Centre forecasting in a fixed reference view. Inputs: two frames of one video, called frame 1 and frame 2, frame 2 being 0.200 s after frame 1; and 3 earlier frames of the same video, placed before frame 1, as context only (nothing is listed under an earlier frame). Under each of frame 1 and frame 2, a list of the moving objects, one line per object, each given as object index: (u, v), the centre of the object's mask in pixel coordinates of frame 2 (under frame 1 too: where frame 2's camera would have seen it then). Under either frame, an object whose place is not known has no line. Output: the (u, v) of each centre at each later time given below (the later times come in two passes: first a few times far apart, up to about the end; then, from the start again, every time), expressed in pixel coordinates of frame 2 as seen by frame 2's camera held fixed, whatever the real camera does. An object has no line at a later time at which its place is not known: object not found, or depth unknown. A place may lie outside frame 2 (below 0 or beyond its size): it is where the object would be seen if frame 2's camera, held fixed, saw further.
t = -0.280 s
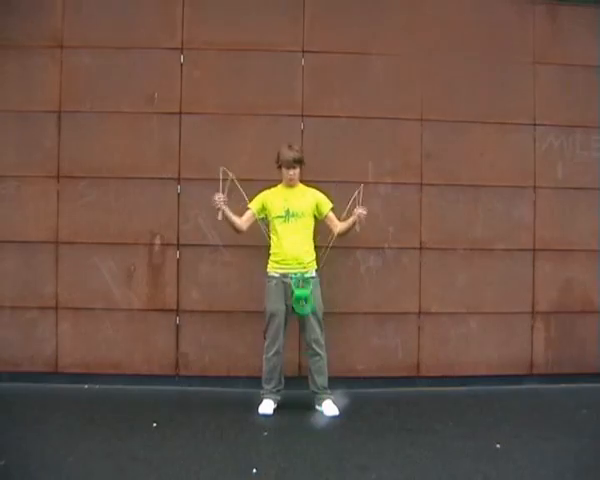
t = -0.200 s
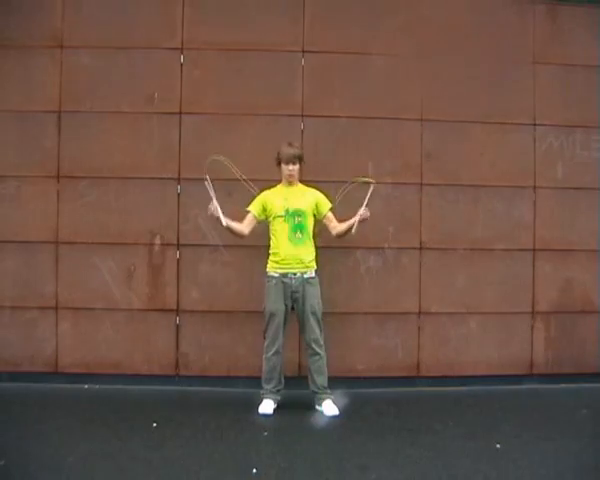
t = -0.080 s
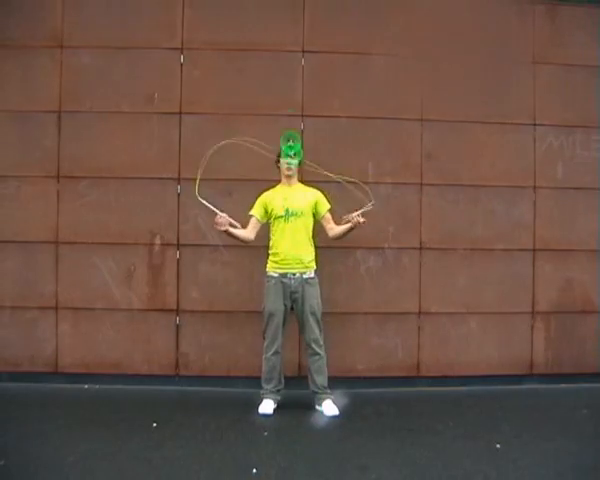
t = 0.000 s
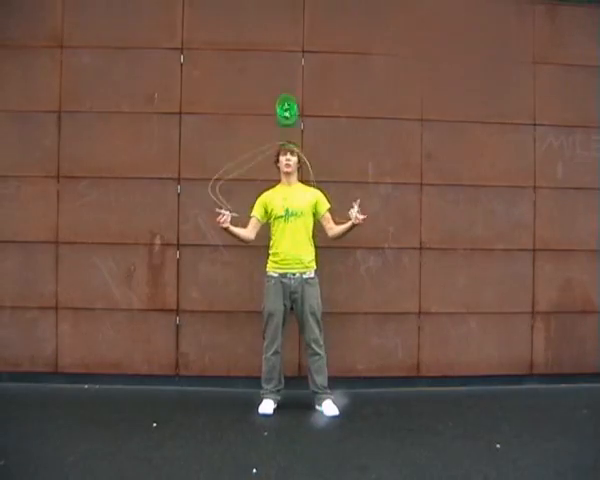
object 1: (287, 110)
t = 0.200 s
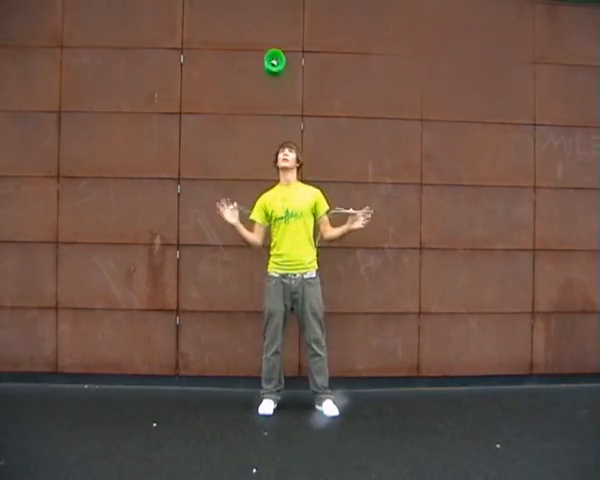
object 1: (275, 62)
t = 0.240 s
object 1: (272, 60)
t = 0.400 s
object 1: (261, 77)
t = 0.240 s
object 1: (272, 60)
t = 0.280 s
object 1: (269, 60)
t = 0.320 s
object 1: (267, 63)
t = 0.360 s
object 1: (264, 69)
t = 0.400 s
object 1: (261, 77)
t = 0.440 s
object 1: (259, 88)
